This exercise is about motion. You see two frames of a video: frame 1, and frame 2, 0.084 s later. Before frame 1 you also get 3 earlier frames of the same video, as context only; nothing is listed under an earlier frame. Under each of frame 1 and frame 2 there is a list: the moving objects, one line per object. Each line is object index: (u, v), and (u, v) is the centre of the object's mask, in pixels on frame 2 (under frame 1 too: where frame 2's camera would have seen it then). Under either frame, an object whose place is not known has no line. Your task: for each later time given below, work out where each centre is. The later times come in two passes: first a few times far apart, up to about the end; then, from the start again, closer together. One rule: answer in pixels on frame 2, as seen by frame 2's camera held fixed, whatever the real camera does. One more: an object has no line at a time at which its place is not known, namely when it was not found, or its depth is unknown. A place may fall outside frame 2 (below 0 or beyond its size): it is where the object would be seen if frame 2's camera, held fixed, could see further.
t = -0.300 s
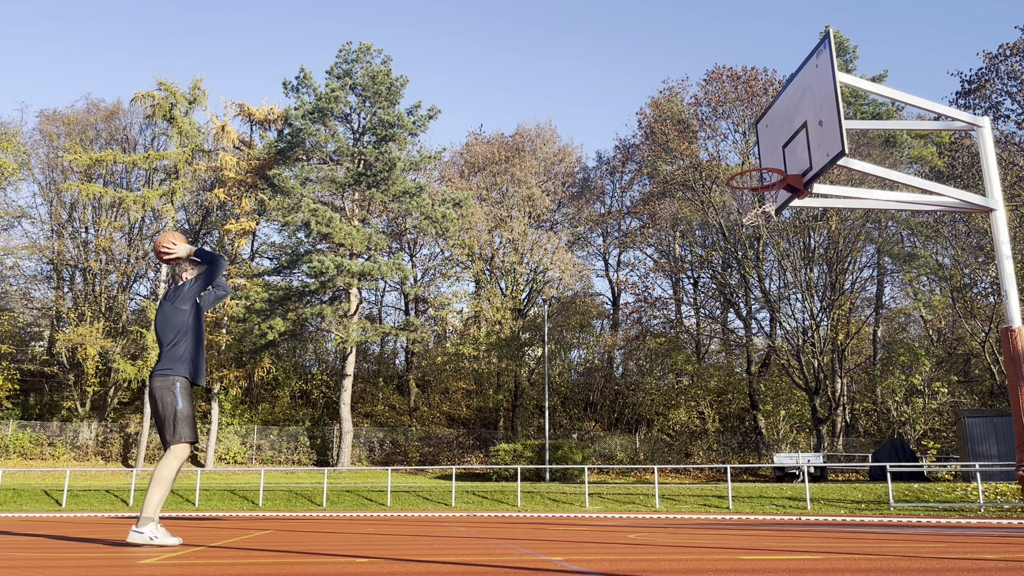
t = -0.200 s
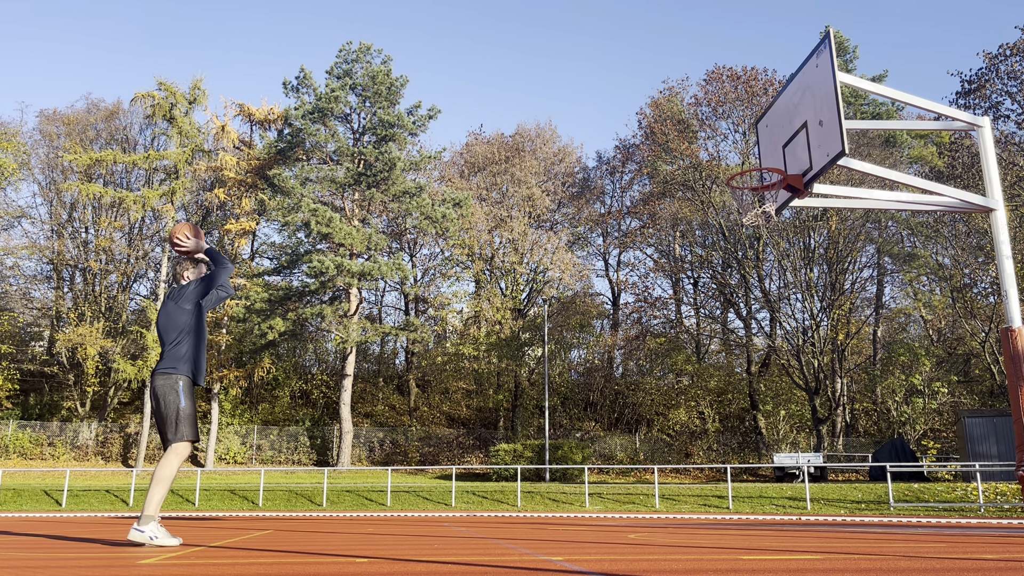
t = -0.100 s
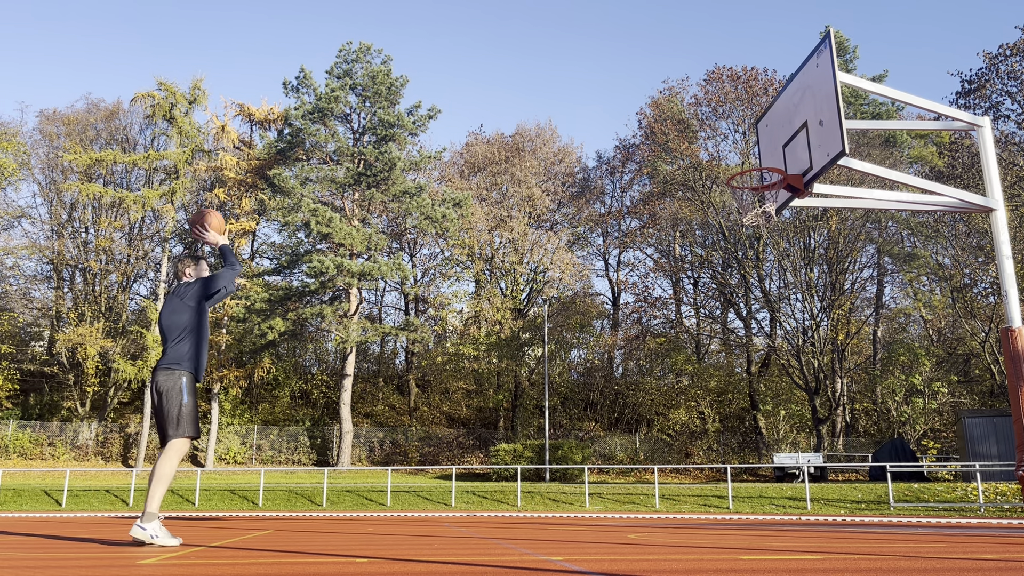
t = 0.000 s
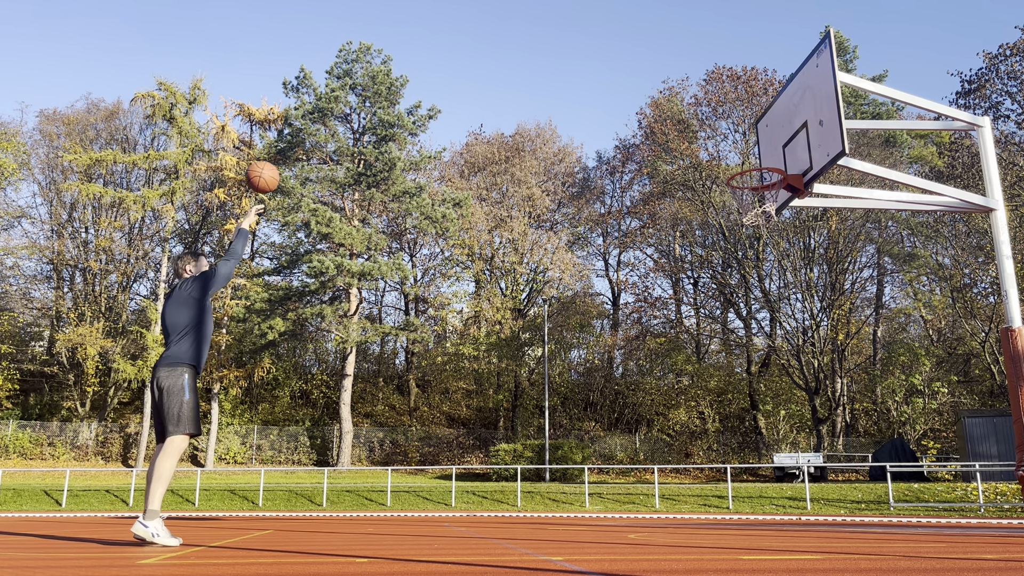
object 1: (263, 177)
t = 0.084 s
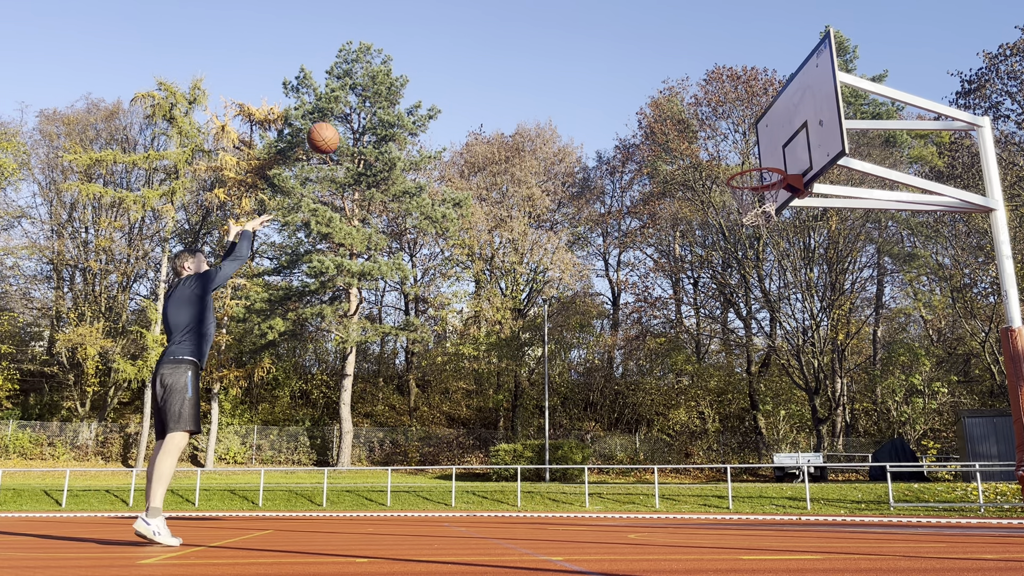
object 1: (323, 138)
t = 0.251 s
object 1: (432, 91)
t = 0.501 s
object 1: (578, 82)
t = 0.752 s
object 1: (711, 138)
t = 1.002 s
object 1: (745, 228)
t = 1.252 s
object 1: (703, 338)
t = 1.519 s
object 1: (660, 505)
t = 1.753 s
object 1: (610, 384)
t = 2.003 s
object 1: (558, 333)
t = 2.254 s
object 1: (504, 363)
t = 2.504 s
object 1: (445, 491)
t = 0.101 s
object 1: (335, 132)
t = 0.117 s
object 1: (346, 126)
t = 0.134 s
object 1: (357, 120)
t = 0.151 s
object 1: (368, 115)
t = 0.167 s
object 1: (379, 109)
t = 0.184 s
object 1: (390, 105)
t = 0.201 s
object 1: (401, 101)
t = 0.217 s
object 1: (411, 97)
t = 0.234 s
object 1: (422, 94)
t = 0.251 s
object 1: (432, 91)
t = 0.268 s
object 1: (443, 88)
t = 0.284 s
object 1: (453, 86)
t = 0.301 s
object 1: (463, 83)
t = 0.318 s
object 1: (473, 82)
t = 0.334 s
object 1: (483, 80)
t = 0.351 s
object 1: (493, 79)
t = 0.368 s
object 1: (503, 78)
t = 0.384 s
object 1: (512, 78)
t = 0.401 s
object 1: (522, 78)
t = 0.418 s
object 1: (531, 78)
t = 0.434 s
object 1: (541, 78)
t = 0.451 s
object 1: (550, 79)
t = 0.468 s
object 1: (560, 79)
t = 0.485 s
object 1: (569, 81)
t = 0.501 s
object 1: (578, 82)
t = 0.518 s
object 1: (587, 84)
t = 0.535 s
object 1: (597, 86)
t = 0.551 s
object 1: (606, 88)
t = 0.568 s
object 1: (615, 91)
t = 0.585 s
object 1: (624, 94)
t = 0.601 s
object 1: (632, 97)
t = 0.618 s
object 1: (642, 101)
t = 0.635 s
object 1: (650, 104)
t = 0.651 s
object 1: (659, 108)
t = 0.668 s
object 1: (668, 112)
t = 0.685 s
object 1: (677, 117)
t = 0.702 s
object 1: (686, 122)
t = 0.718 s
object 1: (694, 127)
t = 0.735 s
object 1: (703, 133)
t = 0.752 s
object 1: (711, 138)
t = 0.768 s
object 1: (720, 144)
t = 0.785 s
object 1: (729, 150)
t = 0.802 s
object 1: (737, 157)
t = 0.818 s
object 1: (746, 163)
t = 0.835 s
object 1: (755, 171)
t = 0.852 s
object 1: (763, 179)
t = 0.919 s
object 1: (759, 207)
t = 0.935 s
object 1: (758, 211)
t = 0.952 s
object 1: (753, 218)
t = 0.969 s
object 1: (749, 220)
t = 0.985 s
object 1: (747, 224)
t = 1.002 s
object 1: (745, 228)
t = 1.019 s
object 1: (741, 233)
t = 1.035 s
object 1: (739, 239)
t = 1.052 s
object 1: (736, 244)
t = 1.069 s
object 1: (734, 250)
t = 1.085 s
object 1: (730, 256)
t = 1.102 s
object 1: (727, 262)
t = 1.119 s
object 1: (725, 270)
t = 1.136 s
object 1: (722, 277)
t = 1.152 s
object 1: (719, 284)
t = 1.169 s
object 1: (717, 292)
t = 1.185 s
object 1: (714, 300)
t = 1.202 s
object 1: (711, 309)
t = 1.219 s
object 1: (708, 318)
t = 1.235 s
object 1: (706, 328)
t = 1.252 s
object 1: (703, 338)
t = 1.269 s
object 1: (701, 348)
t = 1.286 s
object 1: (698, 359)
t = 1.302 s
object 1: (696, 370)
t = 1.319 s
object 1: (693, 381)
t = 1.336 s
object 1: (690, 393)
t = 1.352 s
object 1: (688, 406)
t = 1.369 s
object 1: (685, 419)
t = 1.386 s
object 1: (683, 432)
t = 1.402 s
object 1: (680, 446)
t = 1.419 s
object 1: (677, 460)
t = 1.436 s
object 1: (675, 475)
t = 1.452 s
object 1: (672, 490)
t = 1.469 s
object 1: (670, 506)
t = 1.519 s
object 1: (660, 505)
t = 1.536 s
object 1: (656, 494)
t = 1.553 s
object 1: (653, 483)
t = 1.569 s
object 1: (649, 473)
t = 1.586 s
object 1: (646, 463)
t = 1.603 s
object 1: (642, 454)
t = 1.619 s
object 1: (638, 445)
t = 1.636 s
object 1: (635, 436)
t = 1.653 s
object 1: (631, 427)
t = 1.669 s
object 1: (628, 419)
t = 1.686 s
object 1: (624, 412)
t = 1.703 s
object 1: (621, 404)
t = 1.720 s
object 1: (617, 397)
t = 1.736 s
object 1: (614, 391)
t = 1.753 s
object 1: (610, 384)
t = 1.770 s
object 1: (607, 378)
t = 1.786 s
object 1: (603, 373)
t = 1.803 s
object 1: (600, 368)
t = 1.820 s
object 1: (596, 363)
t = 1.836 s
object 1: (592, 359)
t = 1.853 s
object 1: (590, 354)
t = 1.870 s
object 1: (586, 351)
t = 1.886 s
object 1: (582, 347)
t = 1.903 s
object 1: (579, 344)
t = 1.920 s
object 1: (575, 341)
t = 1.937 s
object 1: (572, 339)
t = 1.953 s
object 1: (569, 338)
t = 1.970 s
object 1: (565, 336)
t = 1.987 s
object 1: (562, 334)
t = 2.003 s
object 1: (558, 333)
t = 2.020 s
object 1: (555, 333)
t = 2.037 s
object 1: (551, 333)
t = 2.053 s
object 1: (548, 333)
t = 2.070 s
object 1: (544, 333)
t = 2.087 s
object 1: (540, 334)
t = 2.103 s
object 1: (537, 335)
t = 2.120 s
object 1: (534, 337)
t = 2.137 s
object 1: (530, 339)
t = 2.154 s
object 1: (527, 341)
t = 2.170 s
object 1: (523, 344)
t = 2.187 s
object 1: (519, 347)
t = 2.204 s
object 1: (517, 351)
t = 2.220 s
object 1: (512, 354)
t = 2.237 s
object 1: (508, 359)
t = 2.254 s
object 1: (504, 363)
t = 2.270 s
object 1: (501, 369)
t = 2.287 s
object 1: (497, 375)
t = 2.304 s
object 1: (493, 381)
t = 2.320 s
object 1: (489, 387)
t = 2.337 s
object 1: (485, 394)
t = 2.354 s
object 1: (481, 402)
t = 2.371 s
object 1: (478, 409)
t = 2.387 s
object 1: (474, 418)
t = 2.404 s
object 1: (470, 427)
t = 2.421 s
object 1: (465, 436)
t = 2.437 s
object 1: (462, 446)
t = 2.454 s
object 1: (457, 457)
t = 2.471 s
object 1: (454, 468)
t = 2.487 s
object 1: (449, 479)
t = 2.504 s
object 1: (445, 491)
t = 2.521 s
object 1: (441, 504)
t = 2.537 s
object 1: (436, 517)
